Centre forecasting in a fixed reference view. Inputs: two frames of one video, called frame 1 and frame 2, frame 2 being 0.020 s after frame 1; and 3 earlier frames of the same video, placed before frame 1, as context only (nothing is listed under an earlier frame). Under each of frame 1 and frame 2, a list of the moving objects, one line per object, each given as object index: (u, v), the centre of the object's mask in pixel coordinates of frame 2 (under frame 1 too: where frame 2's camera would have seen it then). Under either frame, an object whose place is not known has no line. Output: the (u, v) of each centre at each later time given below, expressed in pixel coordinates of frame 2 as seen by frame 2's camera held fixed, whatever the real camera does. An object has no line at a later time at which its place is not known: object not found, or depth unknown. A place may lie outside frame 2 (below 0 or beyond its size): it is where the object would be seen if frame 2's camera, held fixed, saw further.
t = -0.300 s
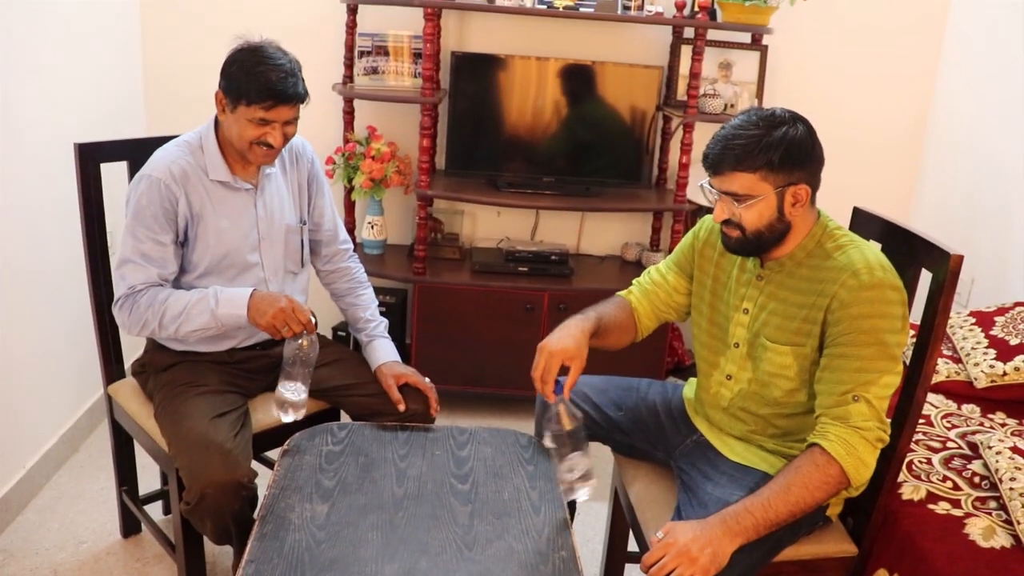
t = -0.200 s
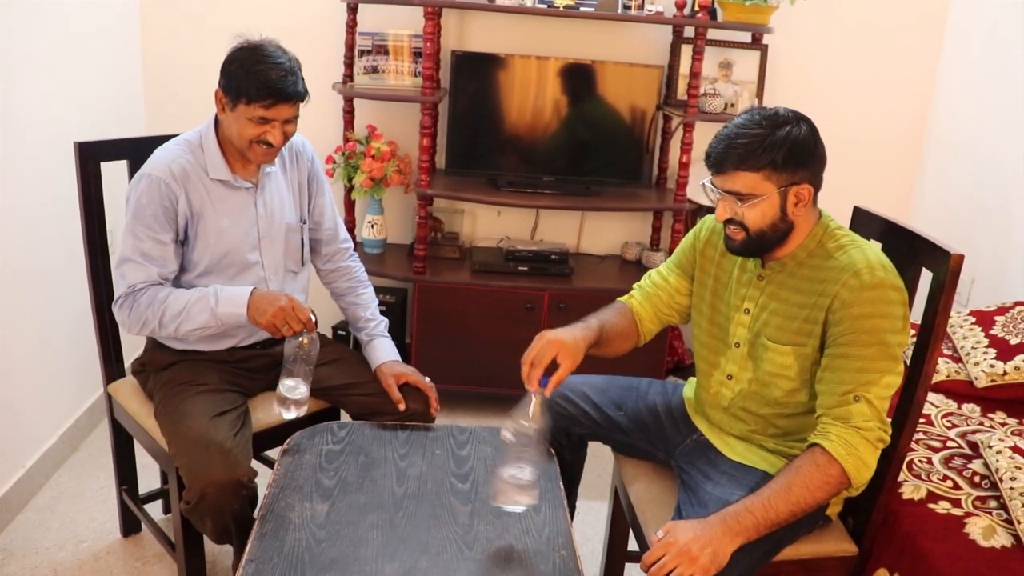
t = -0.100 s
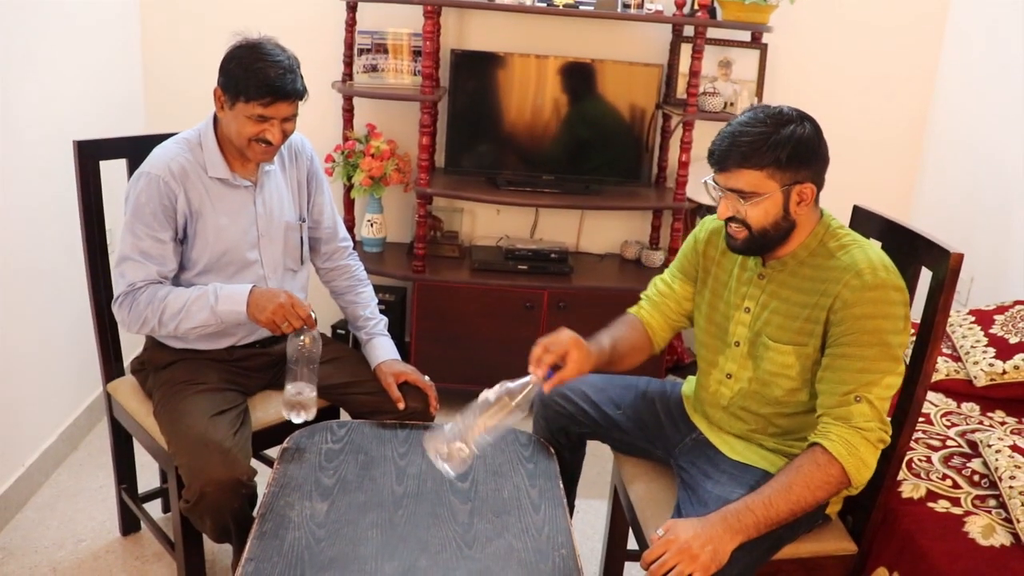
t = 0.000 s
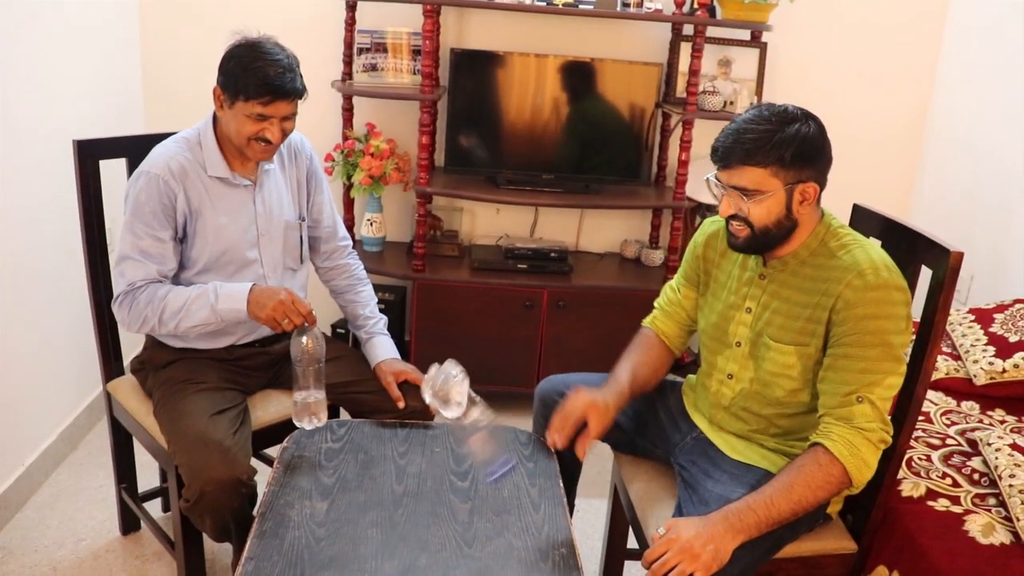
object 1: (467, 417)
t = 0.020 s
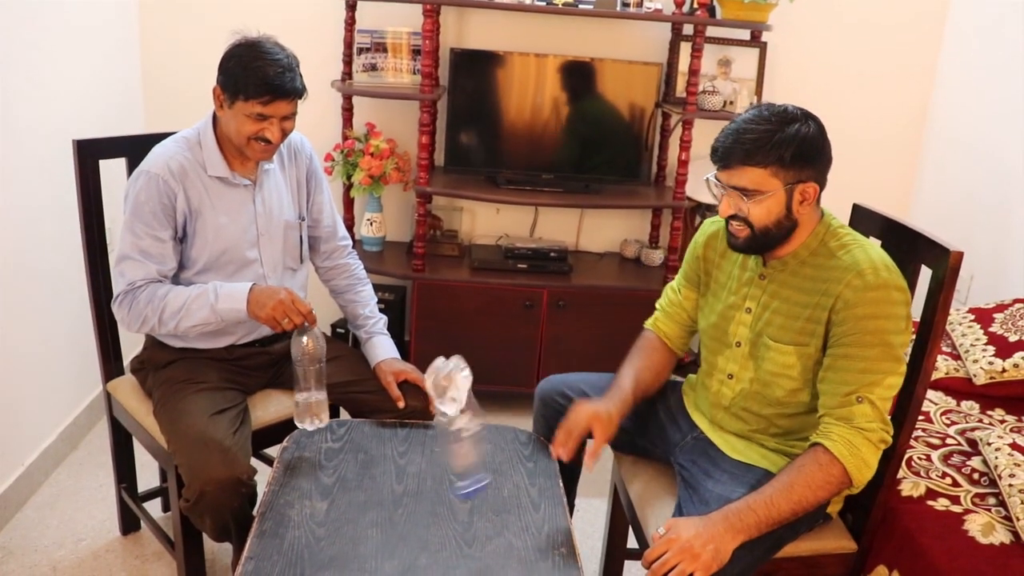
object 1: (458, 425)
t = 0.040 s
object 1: (448, 427)
